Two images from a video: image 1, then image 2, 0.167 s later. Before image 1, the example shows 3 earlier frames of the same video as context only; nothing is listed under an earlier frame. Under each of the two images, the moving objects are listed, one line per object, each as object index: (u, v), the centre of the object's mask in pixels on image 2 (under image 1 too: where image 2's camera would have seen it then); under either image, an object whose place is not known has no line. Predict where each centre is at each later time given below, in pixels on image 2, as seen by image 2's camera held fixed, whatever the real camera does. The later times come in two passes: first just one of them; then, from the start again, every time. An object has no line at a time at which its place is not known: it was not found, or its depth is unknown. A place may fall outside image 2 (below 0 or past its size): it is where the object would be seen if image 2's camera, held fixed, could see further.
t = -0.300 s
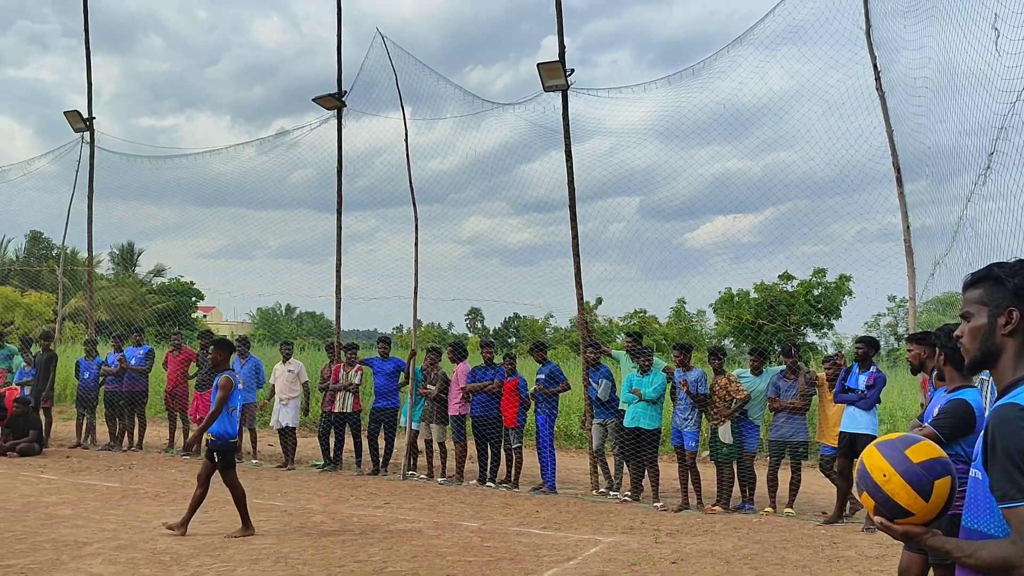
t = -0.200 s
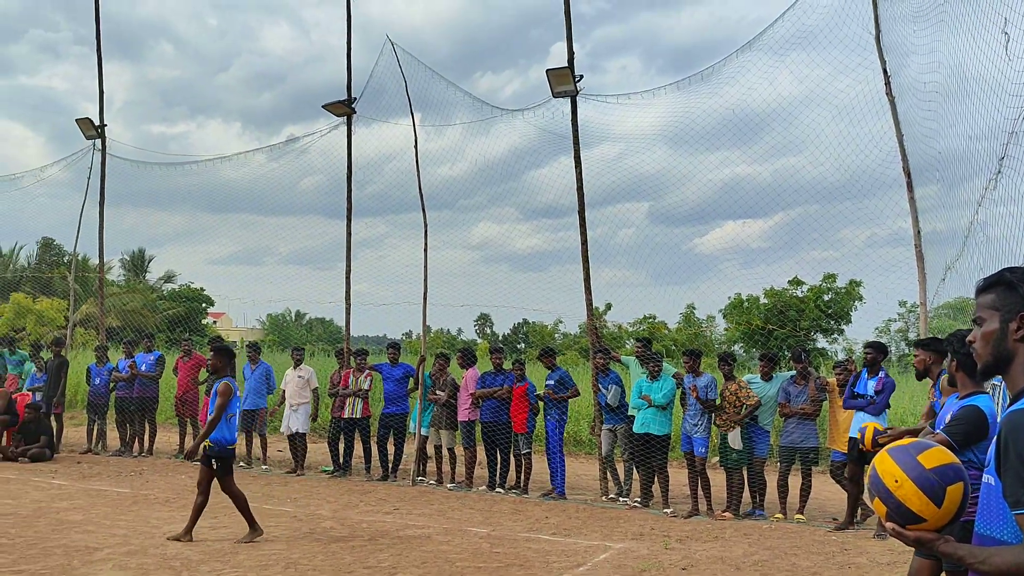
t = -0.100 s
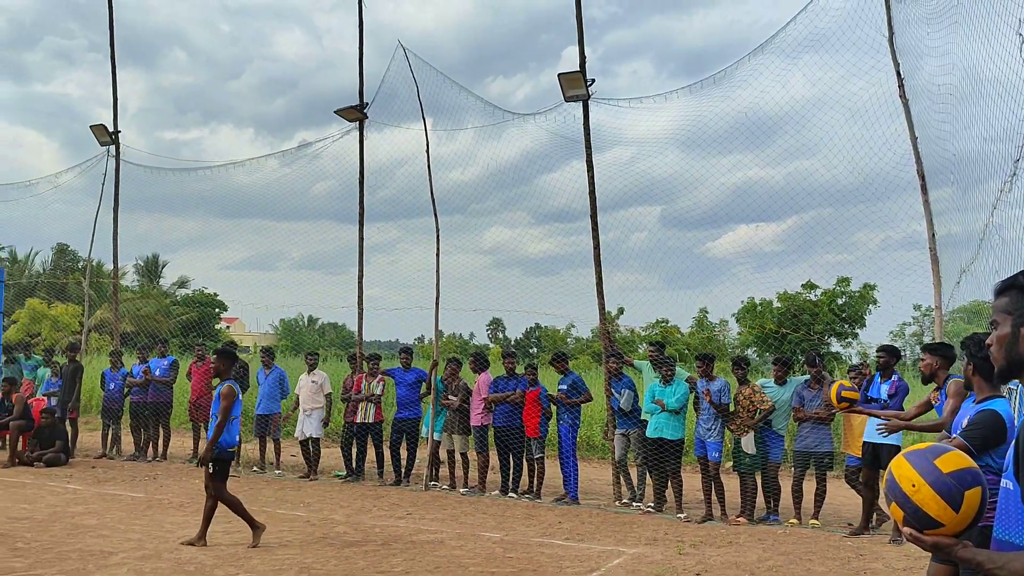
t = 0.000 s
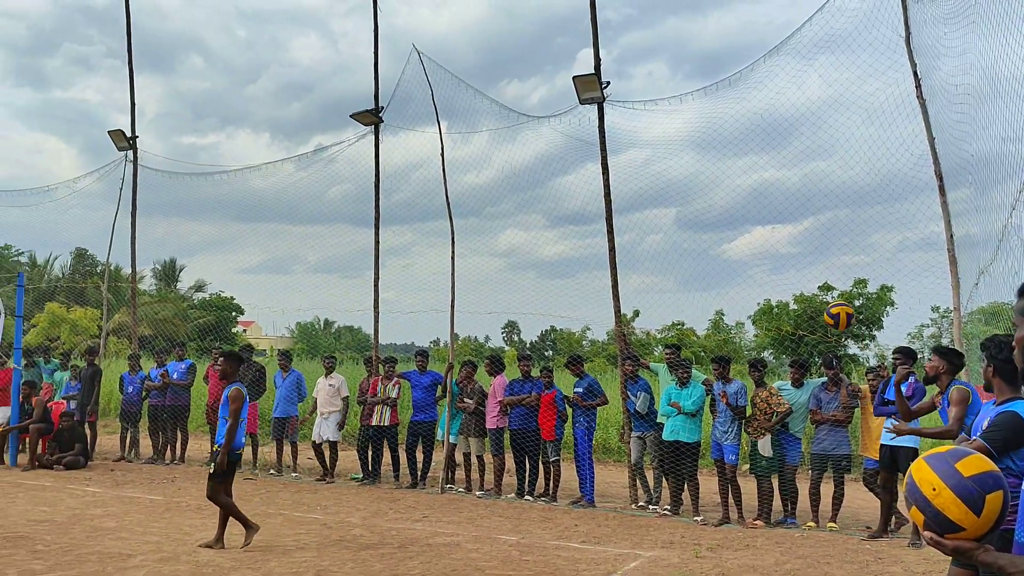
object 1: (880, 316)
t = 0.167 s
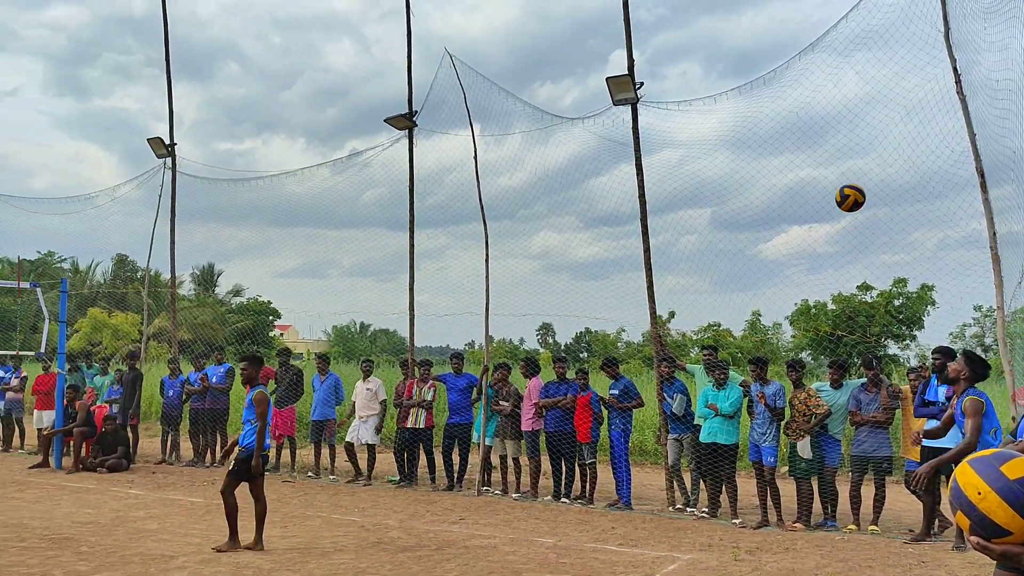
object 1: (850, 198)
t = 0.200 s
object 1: (844, 180)
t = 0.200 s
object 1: (844, 180)
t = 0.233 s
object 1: (838, 163)
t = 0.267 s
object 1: (831, 147)
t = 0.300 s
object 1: (825, 133)
